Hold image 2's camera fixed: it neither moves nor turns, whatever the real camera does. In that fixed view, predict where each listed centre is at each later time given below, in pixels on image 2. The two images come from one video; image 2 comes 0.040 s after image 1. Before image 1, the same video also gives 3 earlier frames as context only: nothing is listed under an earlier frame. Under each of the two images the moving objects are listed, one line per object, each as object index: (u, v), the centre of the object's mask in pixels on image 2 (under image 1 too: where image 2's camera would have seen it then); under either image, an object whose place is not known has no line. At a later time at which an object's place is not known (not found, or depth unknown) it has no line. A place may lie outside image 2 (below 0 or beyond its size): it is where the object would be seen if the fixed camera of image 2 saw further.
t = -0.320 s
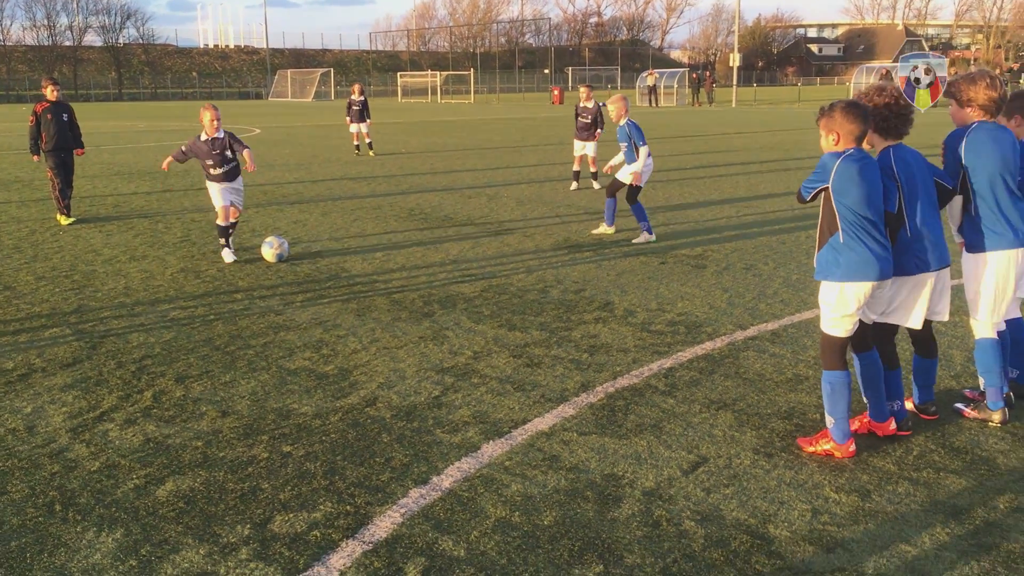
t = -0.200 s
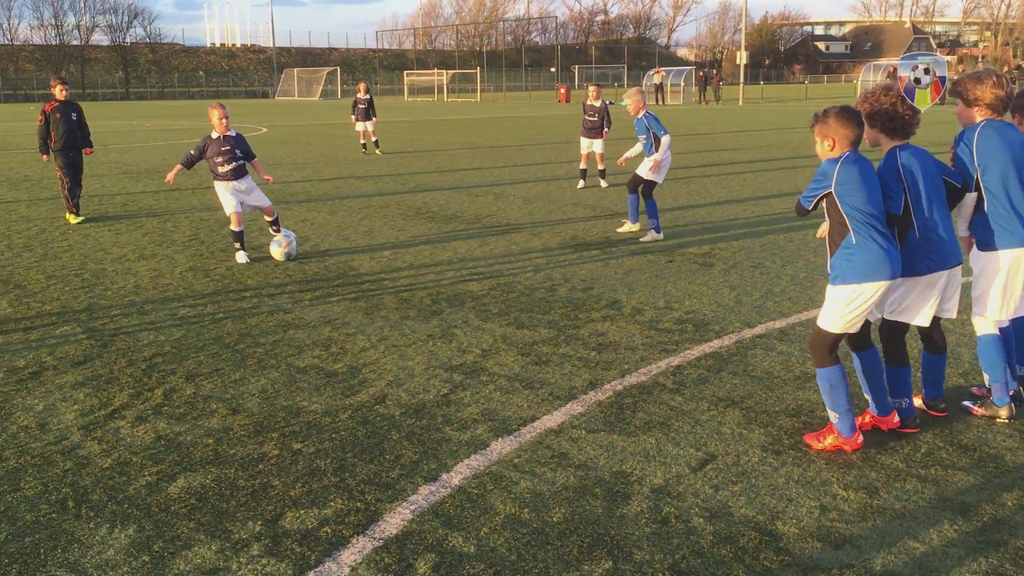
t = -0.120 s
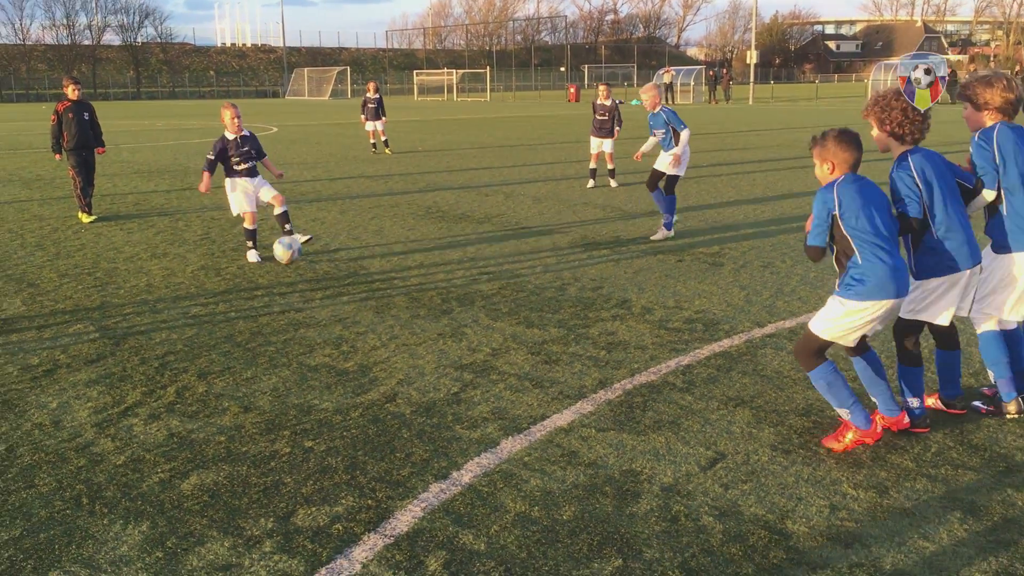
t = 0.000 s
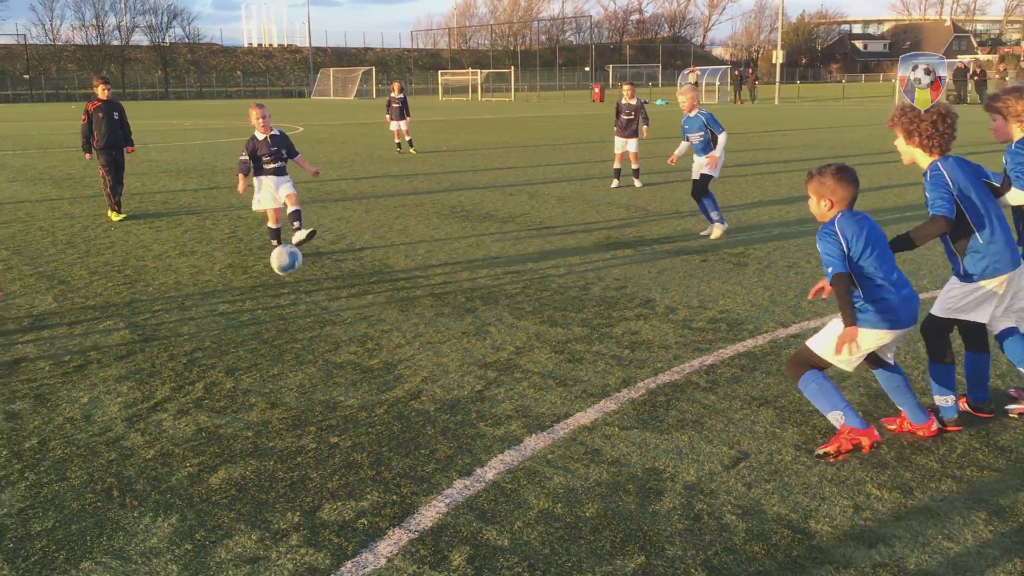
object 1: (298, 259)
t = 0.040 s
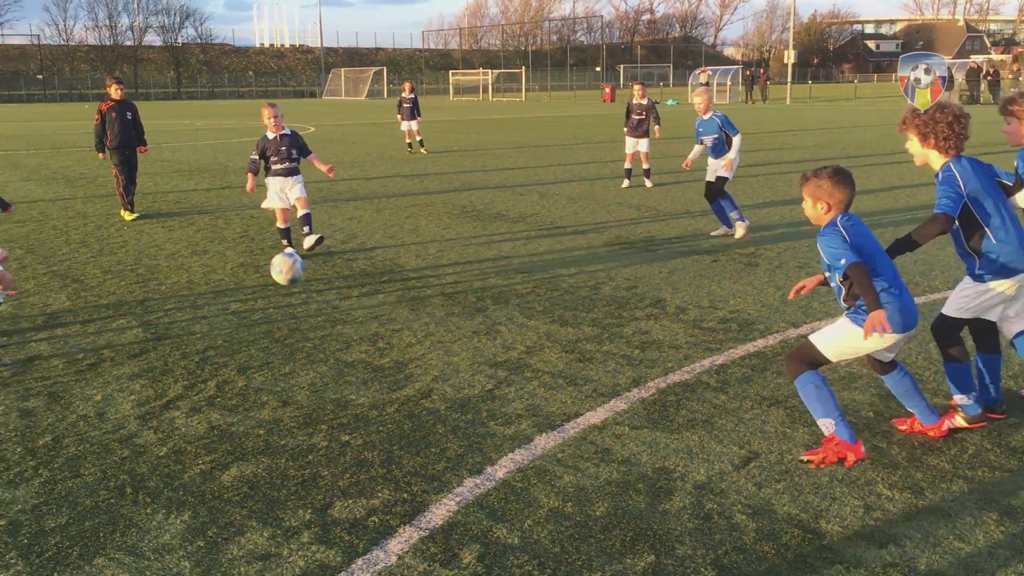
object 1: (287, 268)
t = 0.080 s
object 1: (275, 281)
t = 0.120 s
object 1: (261, 298)
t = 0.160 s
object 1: (246, 320)
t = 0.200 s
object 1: (231, 329)
